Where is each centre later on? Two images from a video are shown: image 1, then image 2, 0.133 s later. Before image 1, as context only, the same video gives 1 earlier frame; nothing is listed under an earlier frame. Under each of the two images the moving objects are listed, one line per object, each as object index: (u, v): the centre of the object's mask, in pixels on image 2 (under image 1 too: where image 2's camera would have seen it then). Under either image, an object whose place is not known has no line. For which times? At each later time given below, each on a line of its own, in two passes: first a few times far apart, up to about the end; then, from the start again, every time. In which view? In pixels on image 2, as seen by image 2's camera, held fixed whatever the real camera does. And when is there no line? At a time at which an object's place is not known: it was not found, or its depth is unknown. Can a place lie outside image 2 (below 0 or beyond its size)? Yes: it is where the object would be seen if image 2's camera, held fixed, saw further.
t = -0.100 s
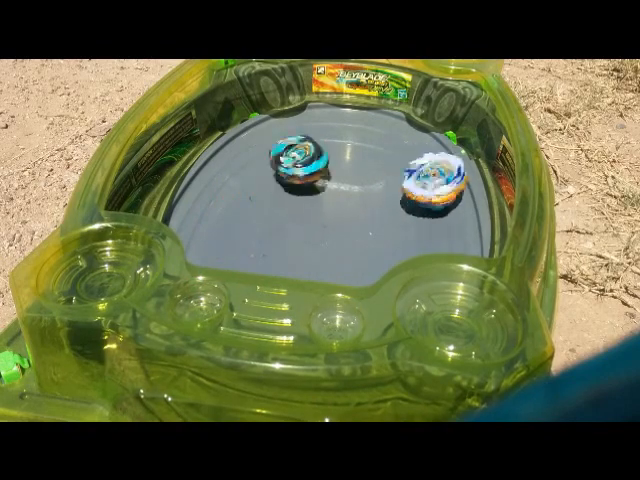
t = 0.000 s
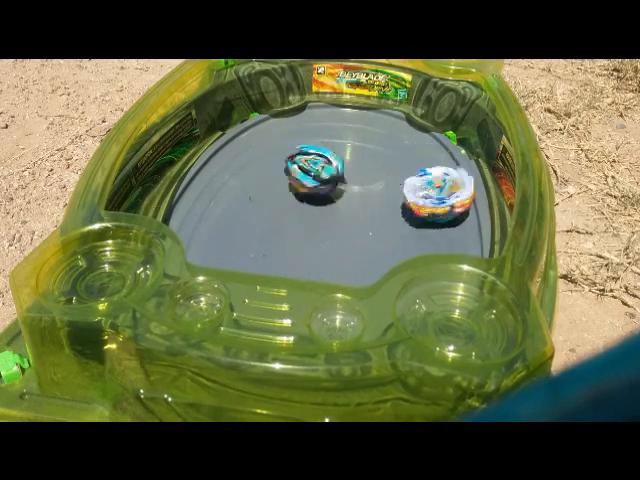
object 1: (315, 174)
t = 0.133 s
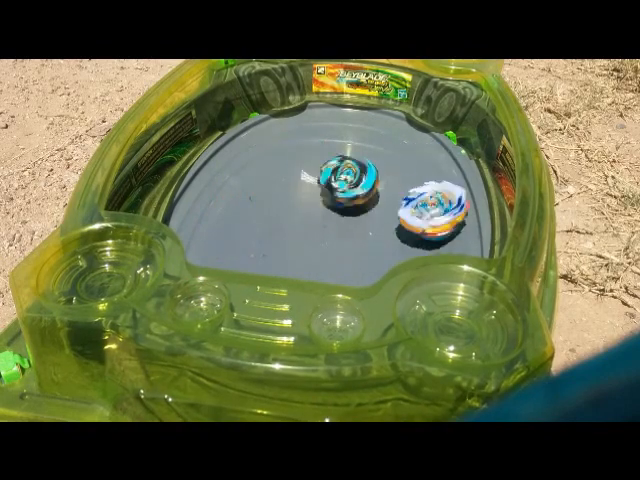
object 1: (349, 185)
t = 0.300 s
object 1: (385, 179)
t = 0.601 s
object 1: (380, 182)
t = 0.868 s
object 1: (365, 218)
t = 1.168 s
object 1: (361, 254)
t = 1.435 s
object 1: (343, 267)
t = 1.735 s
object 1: (339, 265)
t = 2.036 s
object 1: (320, 241)
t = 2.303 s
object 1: (311, 227)
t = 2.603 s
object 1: (317, 217)
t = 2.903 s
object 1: (289, 243)
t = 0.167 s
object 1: (358, 186)
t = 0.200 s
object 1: (364, 187)
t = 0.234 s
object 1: (371, 185)
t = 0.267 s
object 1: (376, 181)
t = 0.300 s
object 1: (385, 179)
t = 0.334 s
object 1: (388, 178)
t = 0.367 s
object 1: (390, 176)
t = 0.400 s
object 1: (387, 175)
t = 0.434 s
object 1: (386, 175)
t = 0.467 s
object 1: (383, 175)
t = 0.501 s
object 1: (383, 175)
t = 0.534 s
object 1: (381, 177)
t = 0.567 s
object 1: (382, 179)
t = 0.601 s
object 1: (380, 182)
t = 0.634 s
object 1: (380, 186)
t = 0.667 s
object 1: (377, 190)
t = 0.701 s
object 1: (376, 194)
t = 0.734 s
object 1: (372, 199)
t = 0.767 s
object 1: (370, 203)
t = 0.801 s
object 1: (367, 208)
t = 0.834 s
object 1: (366, 213)
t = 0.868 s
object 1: (365, 218)
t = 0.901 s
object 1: (364, 222)
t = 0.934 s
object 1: (364, 227)
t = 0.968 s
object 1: (364, 232)
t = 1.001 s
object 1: (364, 236)
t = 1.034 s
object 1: (363, 240)
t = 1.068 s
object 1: (364, 244)
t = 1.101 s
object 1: (362, 248)
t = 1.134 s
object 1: (362, 251)
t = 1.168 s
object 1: (361, 254)
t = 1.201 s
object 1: (358, 259)
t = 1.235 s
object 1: (354, 262)
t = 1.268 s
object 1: (351, 263)
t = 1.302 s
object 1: (349, 263)
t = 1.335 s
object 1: (347, 264)
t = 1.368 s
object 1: (346, 266)
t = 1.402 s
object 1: (346, 268)
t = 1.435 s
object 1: (343, 267)
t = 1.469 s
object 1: (341, 268)
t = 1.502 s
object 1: (340, 268)
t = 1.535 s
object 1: (342, 269)
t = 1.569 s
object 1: (342, 269)
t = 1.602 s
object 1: (343, 270)
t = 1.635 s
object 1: (342, 269)
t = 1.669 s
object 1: (342, 268)
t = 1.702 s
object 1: (340, 266)
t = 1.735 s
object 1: (339, 265)
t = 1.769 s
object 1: (338, 264)
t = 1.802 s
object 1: (337, 262)
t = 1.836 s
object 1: (336, 260)
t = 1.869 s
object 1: (335, 258)
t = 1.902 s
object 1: (331, 256)
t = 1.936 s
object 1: (329, 253)
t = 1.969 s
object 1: (325, 246)
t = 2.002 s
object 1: (322, 242)
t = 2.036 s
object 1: (320, 241)
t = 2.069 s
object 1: (317, 235)
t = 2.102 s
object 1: (317, 236)
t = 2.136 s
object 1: (313, 231)
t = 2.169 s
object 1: (312, 229)
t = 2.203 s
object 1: (313, 230)
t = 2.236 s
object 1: (311, 229)
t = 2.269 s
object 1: (311, 228)
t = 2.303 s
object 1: (311, 227)
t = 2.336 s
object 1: (310, 226)
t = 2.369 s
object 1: (309, 225)
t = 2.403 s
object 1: (310, 223)
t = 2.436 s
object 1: (310, 223)
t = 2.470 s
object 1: (310, 221)
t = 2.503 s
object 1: (311, 220)
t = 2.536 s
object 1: (313, 218)
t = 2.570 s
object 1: (316, 218)
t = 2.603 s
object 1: (317, 217)
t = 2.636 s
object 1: (321, 215)
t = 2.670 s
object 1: (323, 214)
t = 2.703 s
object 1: (326, 214)
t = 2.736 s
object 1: (312, 221)
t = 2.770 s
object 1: (300, 227)
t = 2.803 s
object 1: (290, 230)
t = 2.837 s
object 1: (288, 234)
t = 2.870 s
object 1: (286, 238)
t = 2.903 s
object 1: (289, 243)
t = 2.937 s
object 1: (293, 247)
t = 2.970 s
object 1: (298, 249)
